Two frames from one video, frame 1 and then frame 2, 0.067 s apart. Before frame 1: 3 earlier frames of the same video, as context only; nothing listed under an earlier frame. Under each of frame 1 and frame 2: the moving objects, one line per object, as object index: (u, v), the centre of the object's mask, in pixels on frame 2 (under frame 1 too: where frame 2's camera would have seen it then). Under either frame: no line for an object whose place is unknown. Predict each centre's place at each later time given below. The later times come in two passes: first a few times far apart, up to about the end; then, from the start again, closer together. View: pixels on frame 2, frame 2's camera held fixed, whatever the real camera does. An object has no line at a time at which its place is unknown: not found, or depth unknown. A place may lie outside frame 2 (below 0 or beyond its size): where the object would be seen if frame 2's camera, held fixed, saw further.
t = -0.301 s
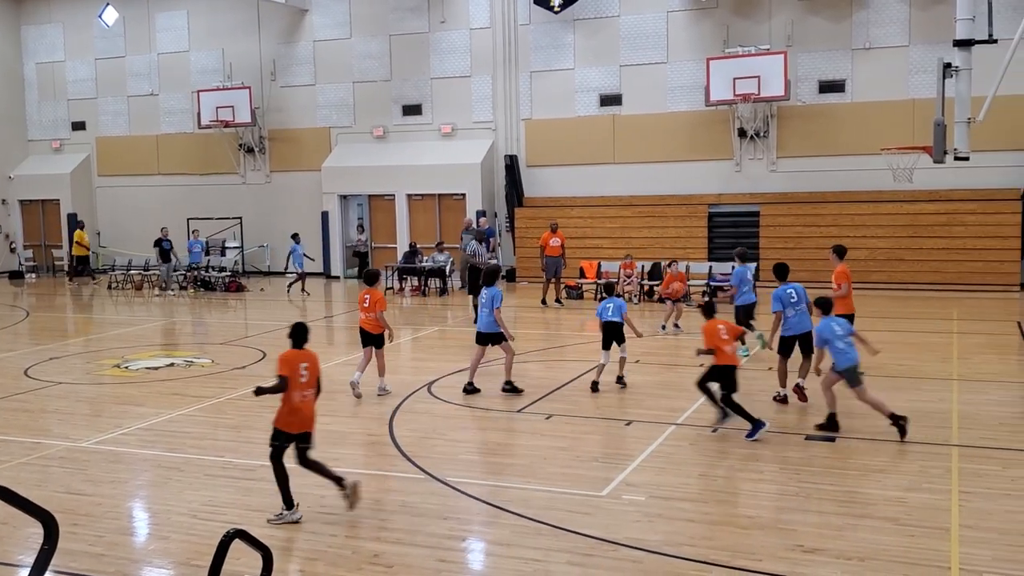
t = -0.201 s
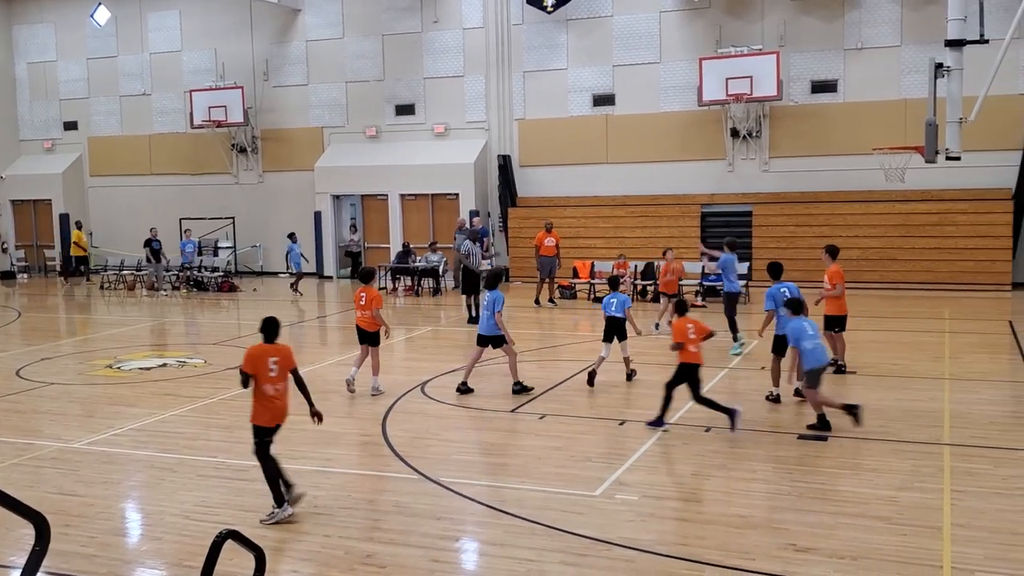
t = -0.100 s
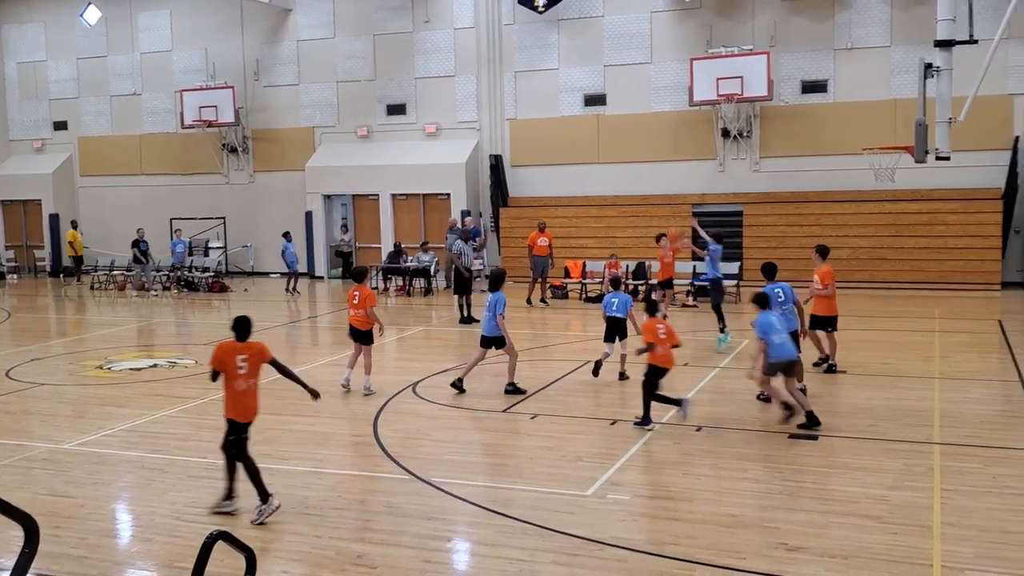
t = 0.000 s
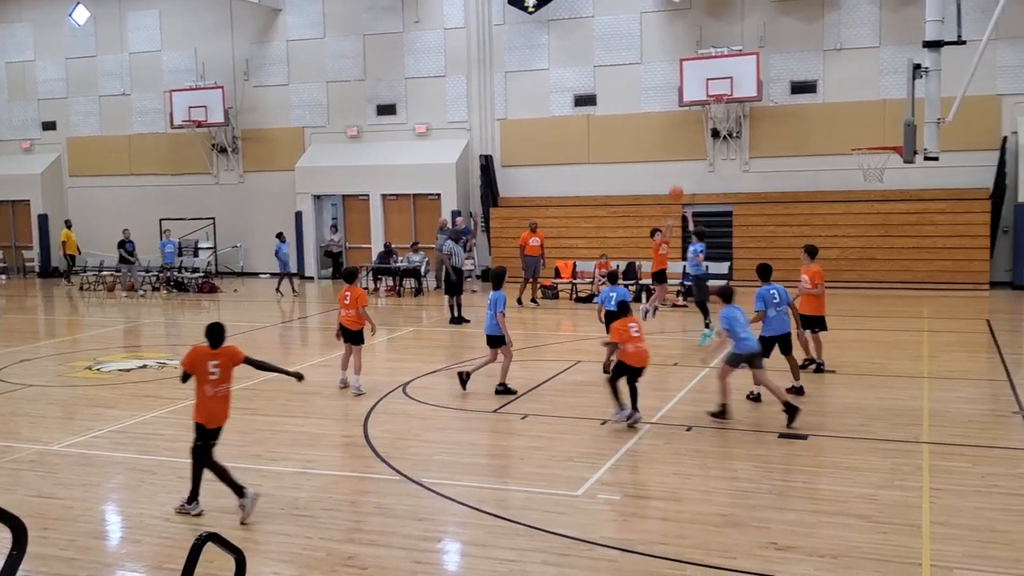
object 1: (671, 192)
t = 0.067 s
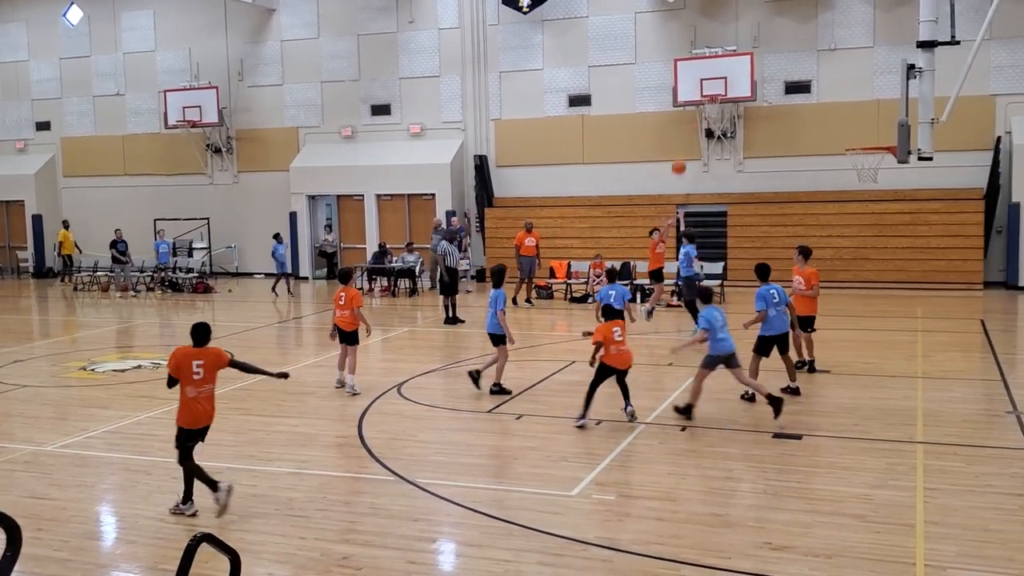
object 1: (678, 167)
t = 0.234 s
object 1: (701, 109)
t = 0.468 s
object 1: (736, 50)
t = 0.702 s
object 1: (775, 26)
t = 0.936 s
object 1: (819, 40)
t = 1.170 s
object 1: (868, 101)
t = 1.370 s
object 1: (882, 162)
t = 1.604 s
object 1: (865, 235)
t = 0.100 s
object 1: (683, 154)
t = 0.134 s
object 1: (687, 142)
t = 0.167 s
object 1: (691, 131)
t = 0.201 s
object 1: (695, 121)
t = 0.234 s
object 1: (701, 109)
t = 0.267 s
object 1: (706, 98)
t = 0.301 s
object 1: (710, 90)
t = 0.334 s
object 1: (715, 80)
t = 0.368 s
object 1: (720, 72)
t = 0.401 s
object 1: (725, 64)
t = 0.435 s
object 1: (730, 58)
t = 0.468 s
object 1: (736, 50)
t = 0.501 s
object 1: (741, 45)
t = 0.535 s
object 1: (746, 40)
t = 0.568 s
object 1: (752, 36)
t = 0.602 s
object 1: (757, 32)
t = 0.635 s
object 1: (763, 29)
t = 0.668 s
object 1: (769, 27)
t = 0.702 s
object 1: (775, 26)
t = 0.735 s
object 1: (781, 25)
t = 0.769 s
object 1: (787, 26)
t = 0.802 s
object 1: (793, 27)
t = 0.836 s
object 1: (799, 28)
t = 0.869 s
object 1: (806, 31)
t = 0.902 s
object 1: (812, 35)
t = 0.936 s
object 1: (819, 40)
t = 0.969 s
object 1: (825, 46)
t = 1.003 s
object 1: (833, 52)
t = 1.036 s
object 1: (839, 59)
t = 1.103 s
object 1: (853, 78)
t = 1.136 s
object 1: (861, 89)
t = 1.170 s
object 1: (868, 101)
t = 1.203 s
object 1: (876, 114)
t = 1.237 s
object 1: (883, 128)
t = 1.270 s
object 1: (889, 143)
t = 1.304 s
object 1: (887, 151)
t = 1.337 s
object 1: (885, 155)
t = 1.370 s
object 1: (882, 162)
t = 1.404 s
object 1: (880, 170)
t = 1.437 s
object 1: (877, 178)
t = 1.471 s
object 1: (875, 187)
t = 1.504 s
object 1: (872, 199)
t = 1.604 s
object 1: (865, 235)
